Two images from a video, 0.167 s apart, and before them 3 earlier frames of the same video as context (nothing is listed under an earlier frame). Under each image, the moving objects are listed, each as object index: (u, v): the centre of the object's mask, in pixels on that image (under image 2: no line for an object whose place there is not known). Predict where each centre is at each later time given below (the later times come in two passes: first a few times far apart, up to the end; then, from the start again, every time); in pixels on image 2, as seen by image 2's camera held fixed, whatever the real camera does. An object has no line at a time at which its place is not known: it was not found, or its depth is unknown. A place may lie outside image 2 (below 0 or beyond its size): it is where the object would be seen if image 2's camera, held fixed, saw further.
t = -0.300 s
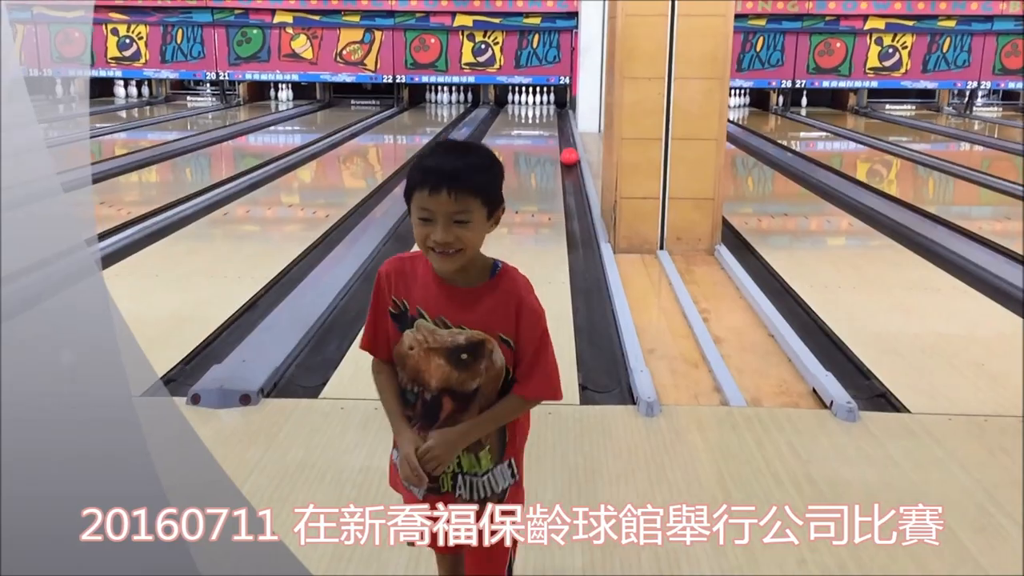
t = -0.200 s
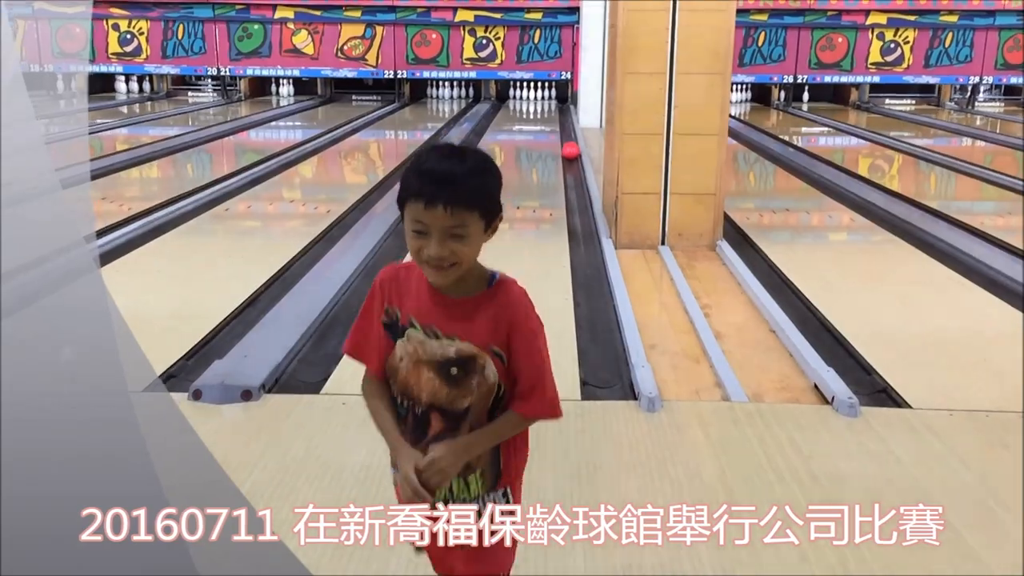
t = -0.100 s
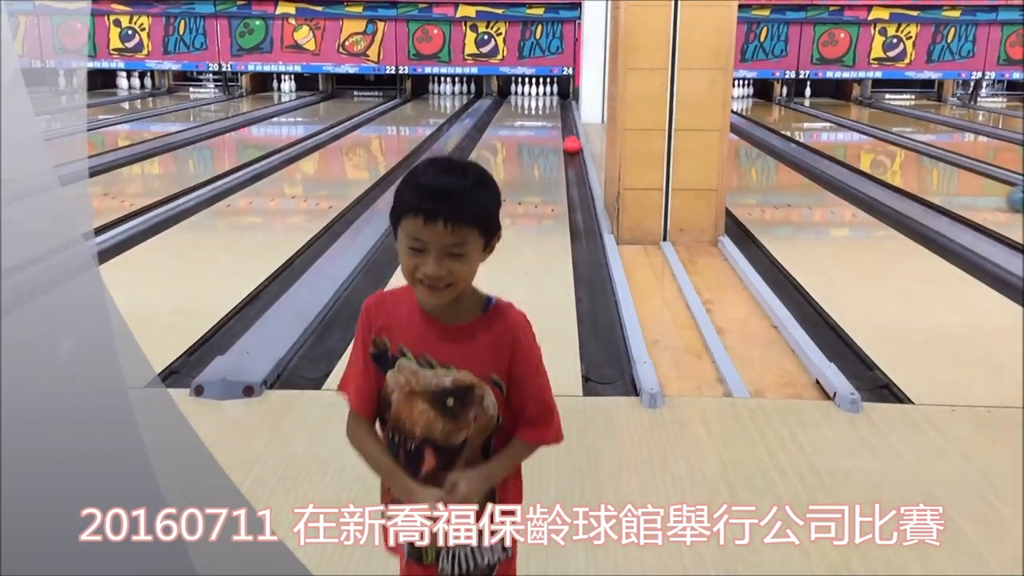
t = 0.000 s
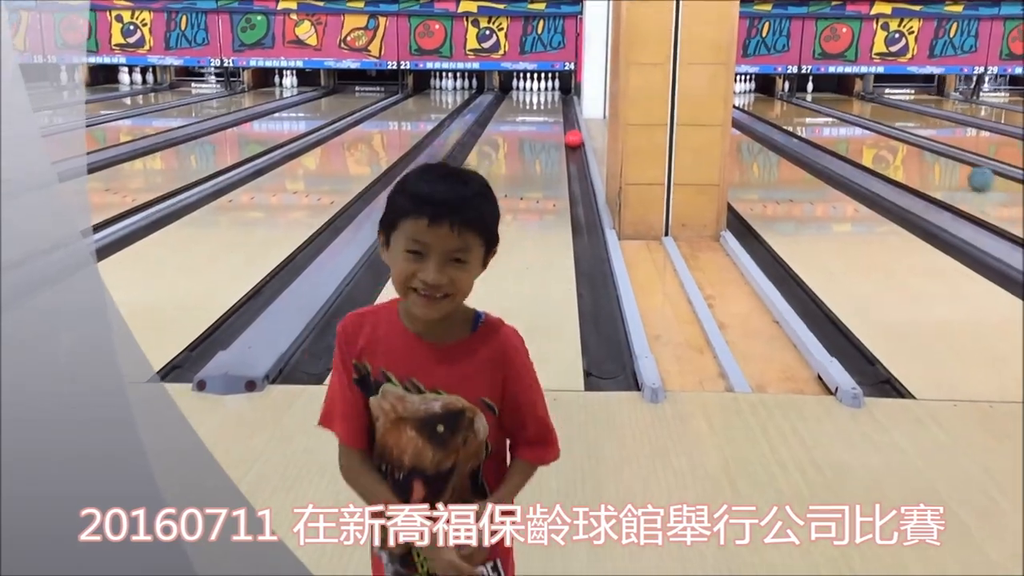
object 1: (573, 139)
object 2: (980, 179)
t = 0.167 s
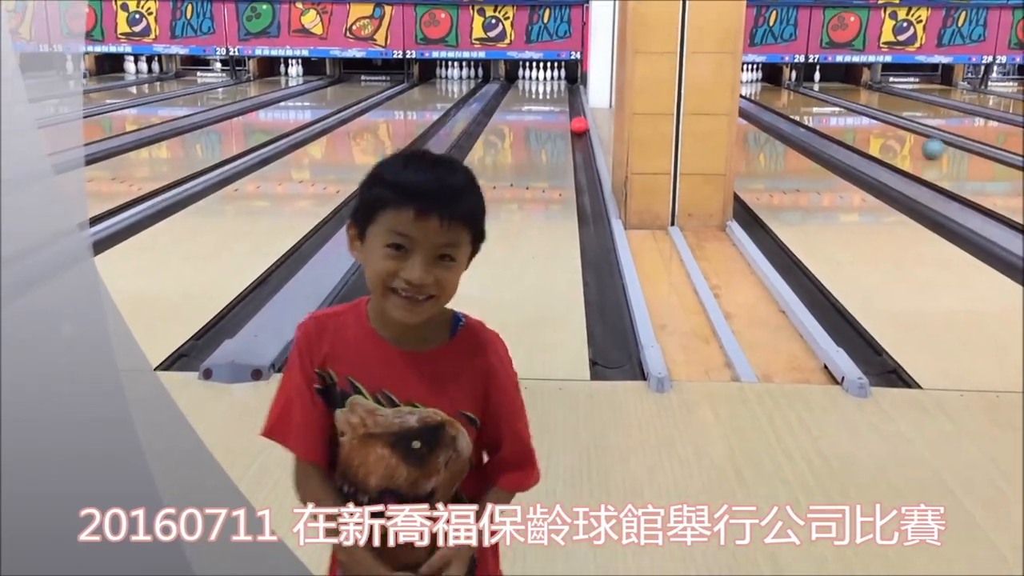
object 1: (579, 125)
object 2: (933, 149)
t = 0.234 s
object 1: (579, 124)
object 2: (914, 142)
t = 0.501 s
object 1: (579, 121)
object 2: (856, 120)
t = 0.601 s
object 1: (580, 119)
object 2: (839, 113)
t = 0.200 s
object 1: (579, 125)
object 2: (923, 145)
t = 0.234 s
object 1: (579, 124)
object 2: (914, 142)
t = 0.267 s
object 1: (579, 124)
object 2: (905, 138)
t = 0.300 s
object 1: (579, 124)
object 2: (897, 135)
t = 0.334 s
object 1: (579, 123)
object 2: (890, 133)
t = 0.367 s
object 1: (579, 123)
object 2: (882, 130)
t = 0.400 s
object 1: (579, 122)
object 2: (875, 128)
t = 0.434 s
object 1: (579, 121)
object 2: (869, 125)
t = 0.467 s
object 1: (579, 121)
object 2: (862, 122)
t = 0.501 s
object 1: (579, 121)
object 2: (856, 120)
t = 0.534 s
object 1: (579, 120)
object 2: (851, 118)
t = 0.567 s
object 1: (579, 120)
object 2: (845, 116)
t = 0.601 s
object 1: (580, 119)
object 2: (839, 113)
